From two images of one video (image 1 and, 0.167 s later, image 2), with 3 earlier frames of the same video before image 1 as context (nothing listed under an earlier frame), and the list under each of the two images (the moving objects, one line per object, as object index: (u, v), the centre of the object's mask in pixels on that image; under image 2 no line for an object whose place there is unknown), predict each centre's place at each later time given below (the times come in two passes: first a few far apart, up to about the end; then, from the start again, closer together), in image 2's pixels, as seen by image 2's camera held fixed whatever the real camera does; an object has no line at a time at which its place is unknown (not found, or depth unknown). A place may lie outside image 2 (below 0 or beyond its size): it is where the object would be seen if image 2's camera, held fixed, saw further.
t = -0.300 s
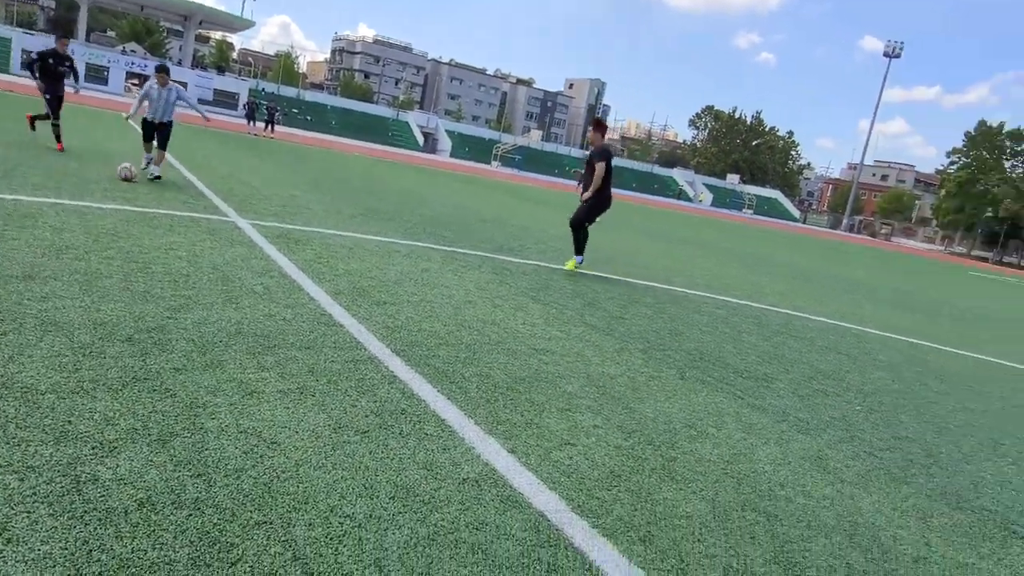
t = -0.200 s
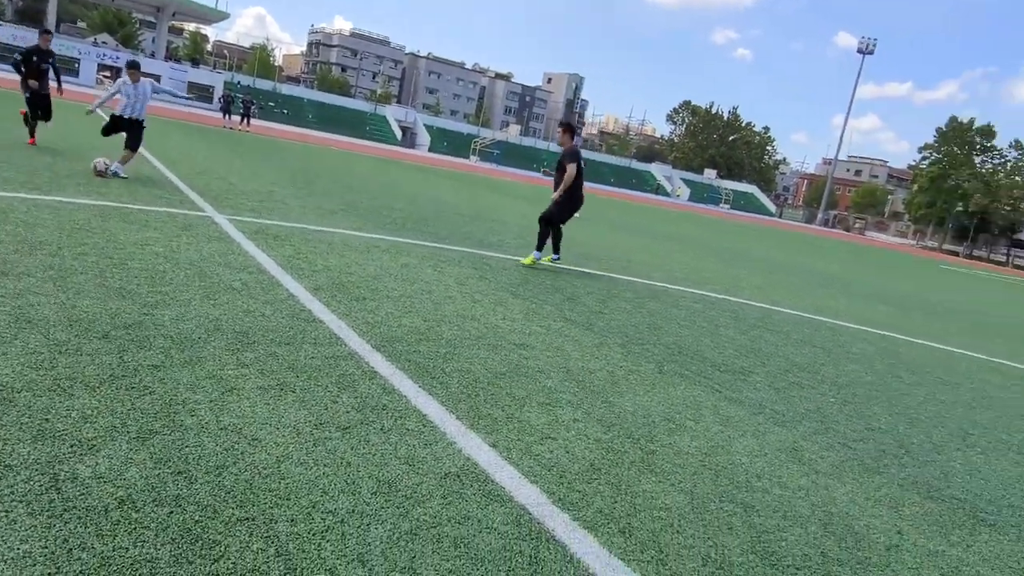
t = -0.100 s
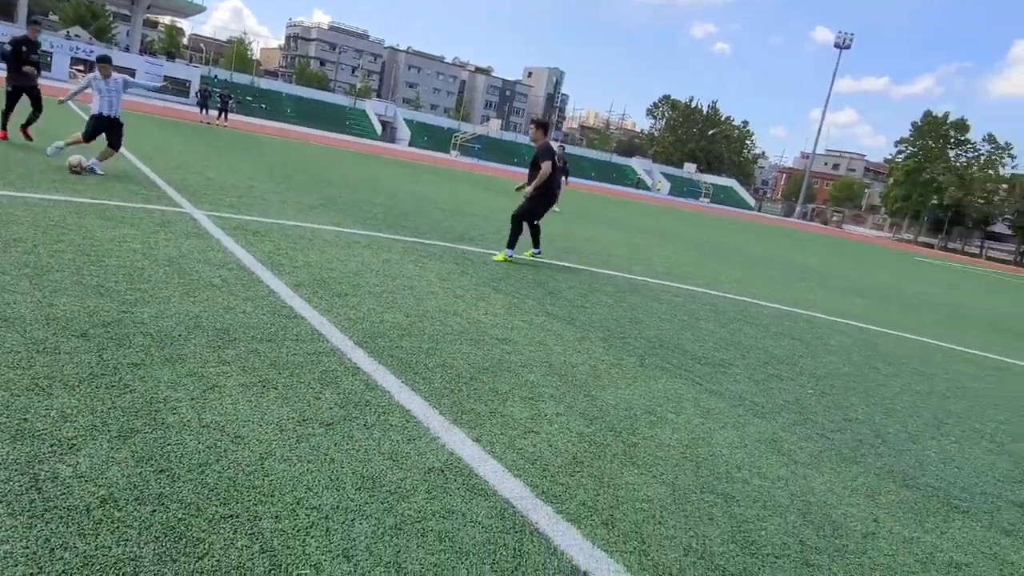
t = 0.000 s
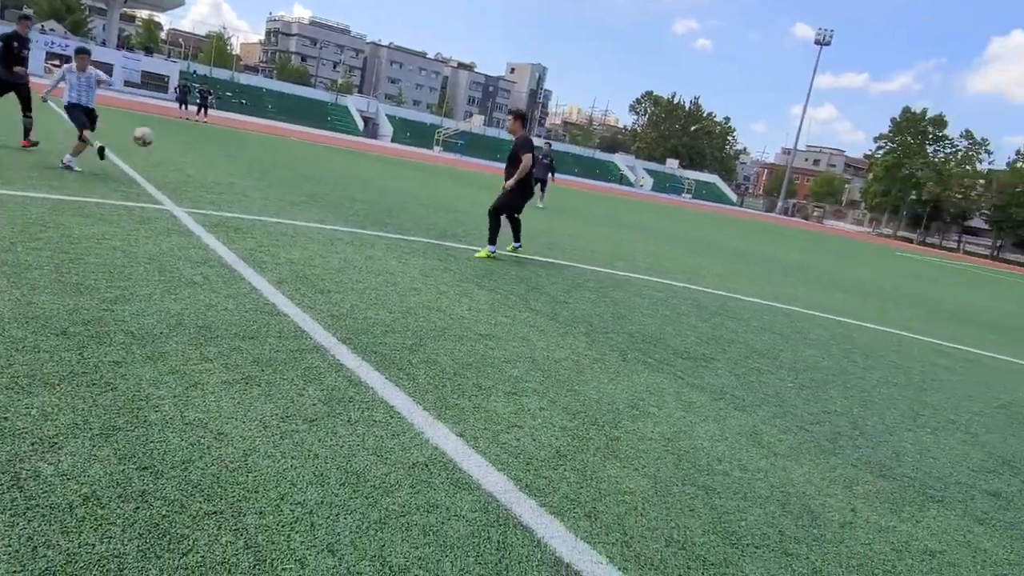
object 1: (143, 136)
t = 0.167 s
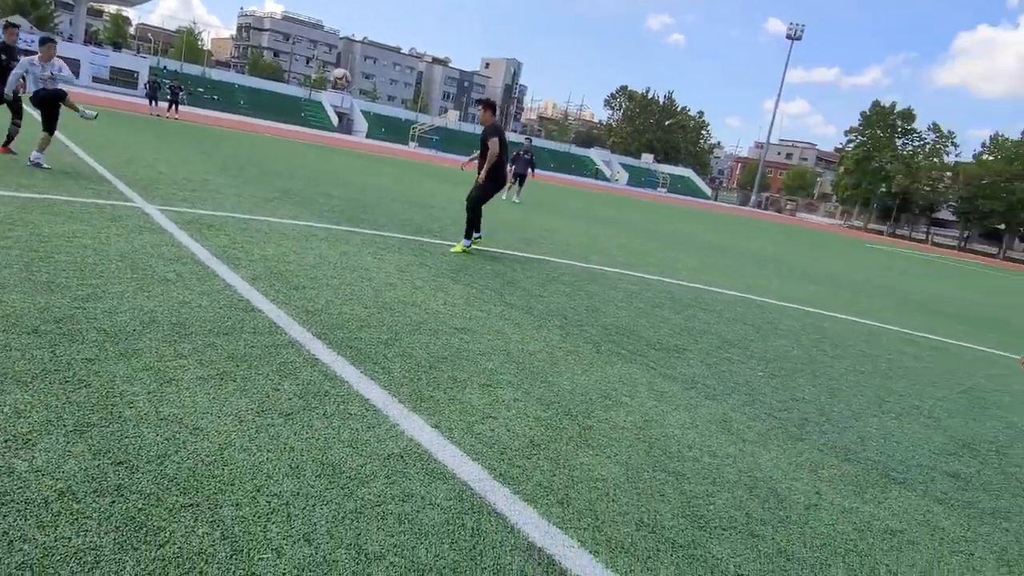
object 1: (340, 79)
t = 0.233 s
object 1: (431, 61)
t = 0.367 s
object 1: (610, 33)
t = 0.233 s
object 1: (431, 61)
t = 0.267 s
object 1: (476, 52)
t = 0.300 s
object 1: (521, 46)
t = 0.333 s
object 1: (566, 38)
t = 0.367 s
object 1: (610, 33)
